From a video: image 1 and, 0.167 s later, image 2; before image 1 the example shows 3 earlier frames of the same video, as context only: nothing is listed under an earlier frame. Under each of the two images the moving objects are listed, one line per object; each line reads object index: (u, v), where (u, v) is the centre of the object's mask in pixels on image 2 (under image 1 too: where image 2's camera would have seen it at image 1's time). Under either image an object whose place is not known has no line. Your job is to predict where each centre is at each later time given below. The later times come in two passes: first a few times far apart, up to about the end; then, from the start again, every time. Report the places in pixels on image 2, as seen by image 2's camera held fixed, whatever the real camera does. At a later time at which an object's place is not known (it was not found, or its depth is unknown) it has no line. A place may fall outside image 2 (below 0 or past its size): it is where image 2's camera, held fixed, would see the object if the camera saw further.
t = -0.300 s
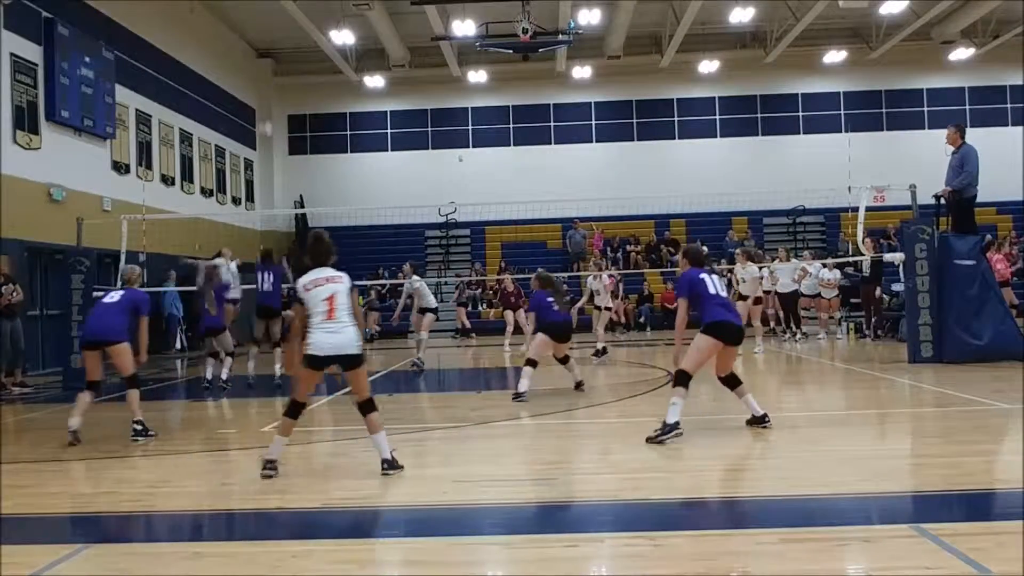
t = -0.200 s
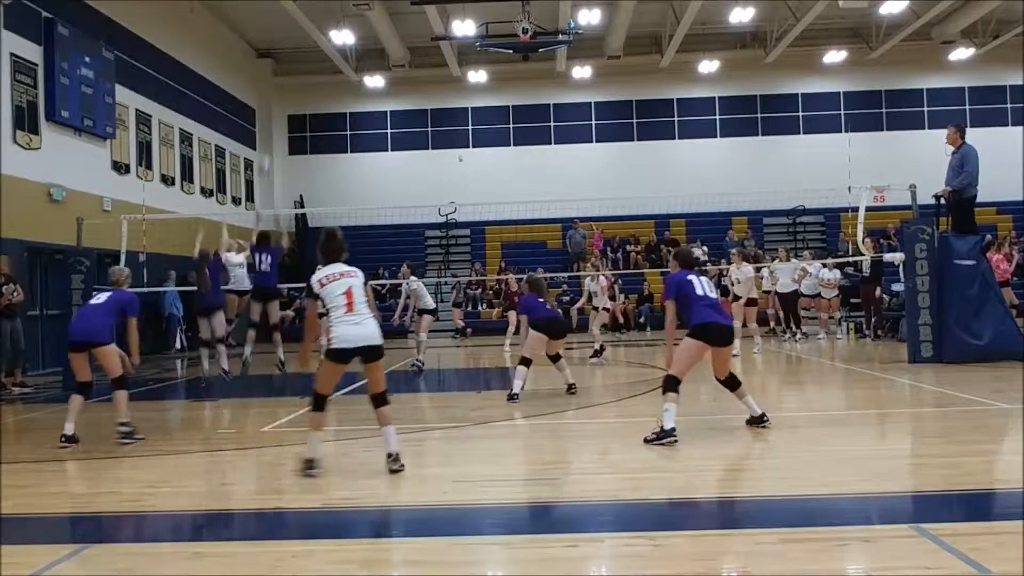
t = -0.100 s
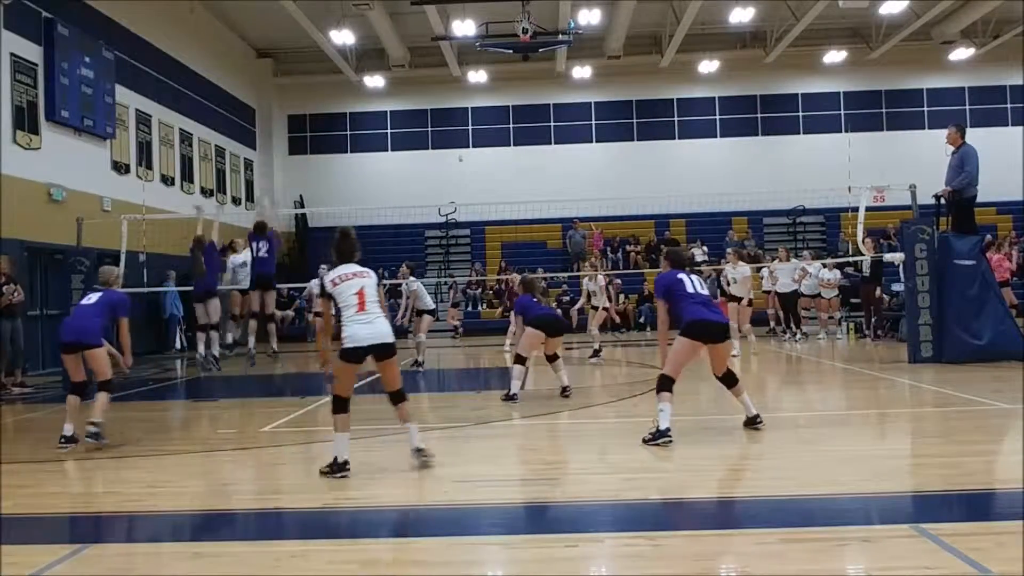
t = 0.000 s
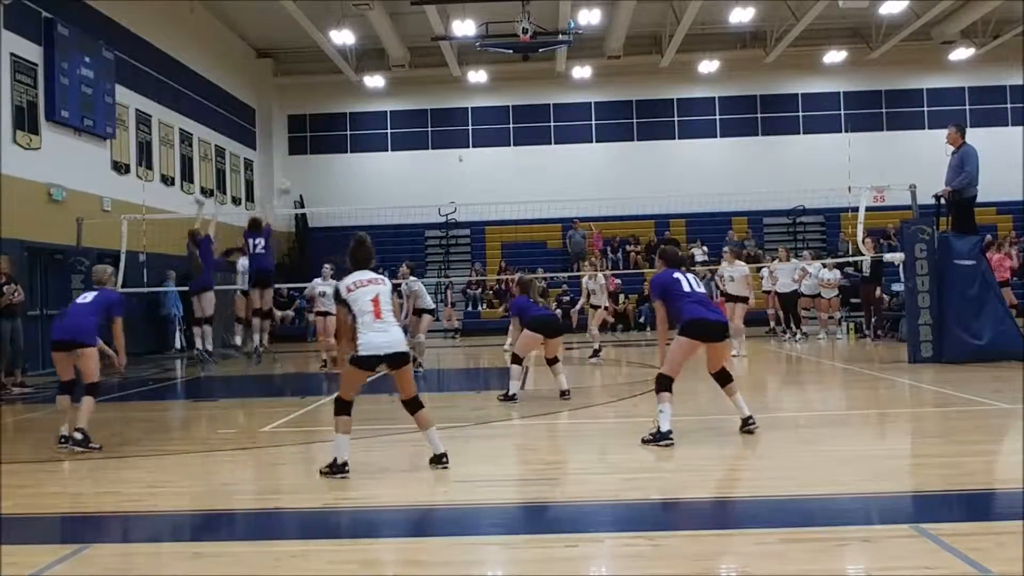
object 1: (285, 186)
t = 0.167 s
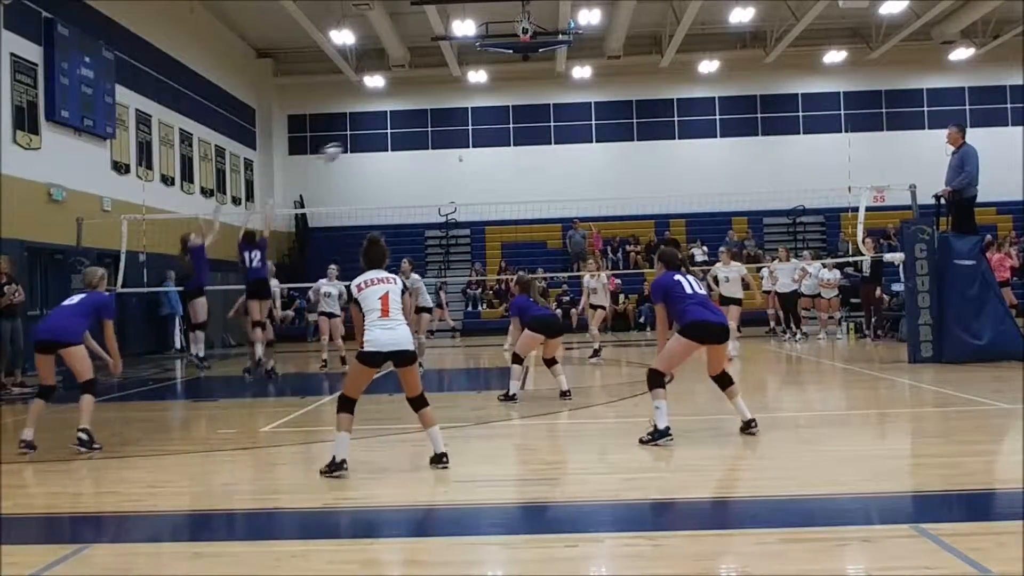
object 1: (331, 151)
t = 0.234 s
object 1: (354, 143)
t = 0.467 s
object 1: (460, 137)
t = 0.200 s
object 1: (342, 146)
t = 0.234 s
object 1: (354, 143)
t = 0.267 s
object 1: (366, 138)
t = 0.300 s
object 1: (378, 136)
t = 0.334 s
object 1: (394, 134)
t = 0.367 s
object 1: (409, 133)
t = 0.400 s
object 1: (424, 132)
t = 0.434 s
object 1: (442, 135)
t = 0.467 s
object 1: (460, 137)
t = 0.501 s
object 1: (482, 141)
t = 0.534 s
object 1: (500, 148)
